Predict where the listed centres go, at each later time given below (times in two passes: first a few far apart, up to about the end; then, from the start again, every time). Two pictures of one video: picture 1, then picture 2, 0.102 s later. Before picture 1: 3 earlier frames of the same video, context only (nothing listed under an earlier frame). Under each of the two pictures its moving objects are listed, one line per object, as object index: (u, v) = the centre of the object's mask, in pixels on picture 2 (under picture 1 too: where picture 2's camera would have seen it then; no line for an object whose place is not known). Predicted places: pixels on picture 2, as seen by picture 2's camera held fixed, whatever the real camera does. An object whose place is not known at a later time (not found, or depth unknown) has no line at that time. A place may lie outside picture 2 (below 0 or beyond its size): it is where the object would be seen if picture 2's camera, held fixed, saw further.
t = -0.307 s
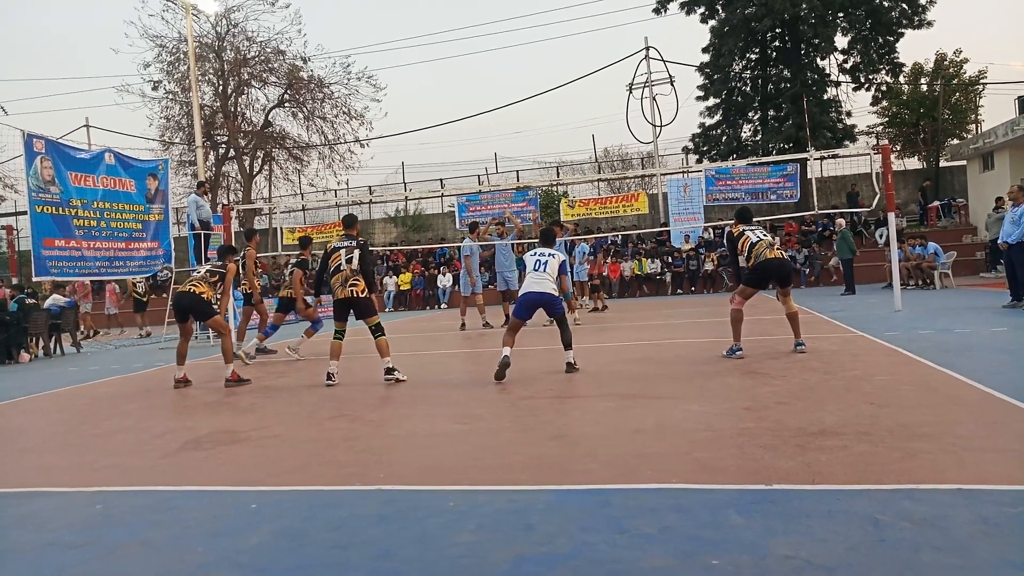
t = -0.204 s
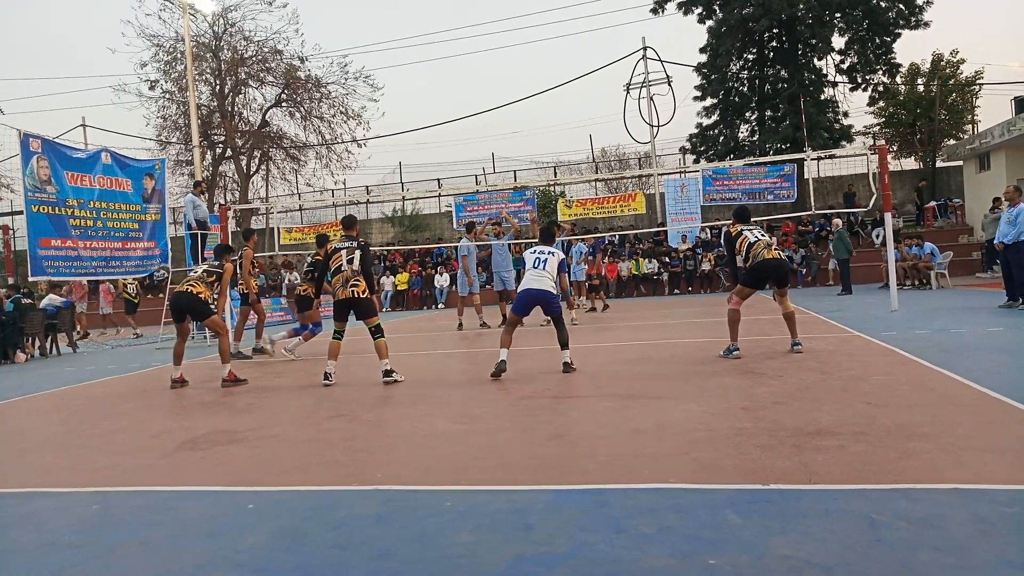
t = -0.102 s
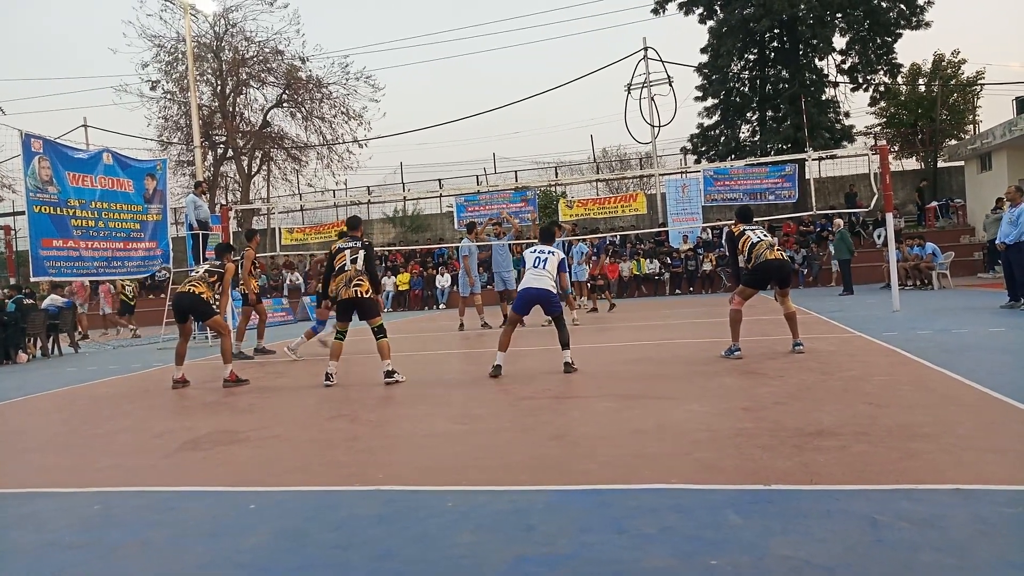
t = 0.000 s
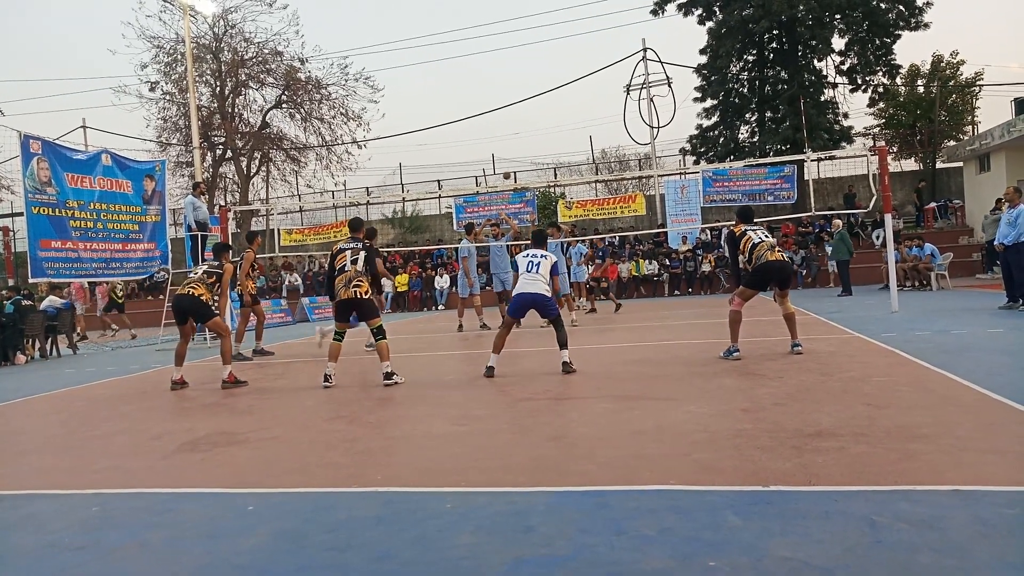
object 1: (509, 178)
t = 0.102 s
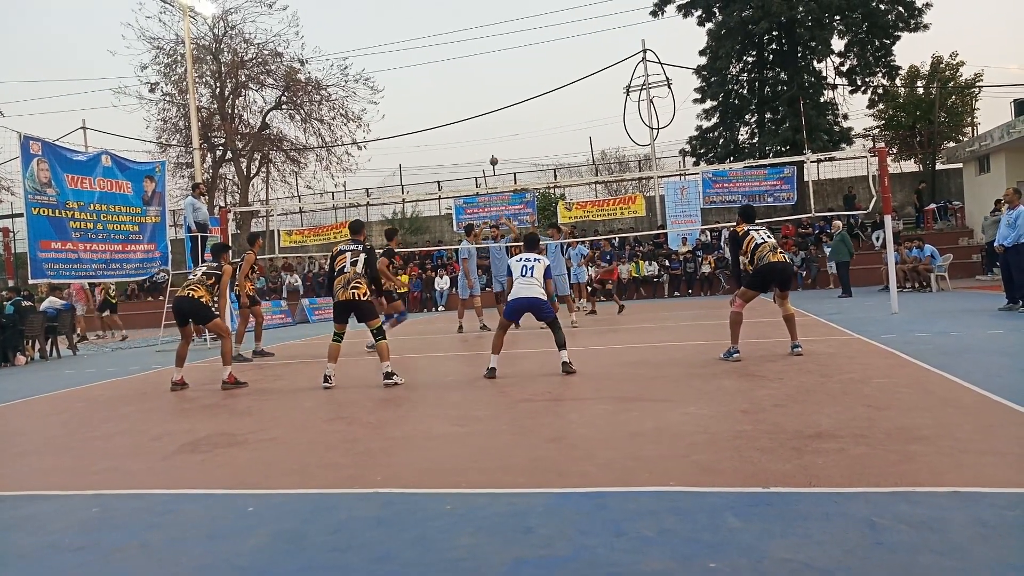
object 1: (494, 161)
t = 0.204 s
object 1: (482, 151)
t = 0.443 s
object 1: (448, 134)
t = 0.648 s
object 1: (407, 144)
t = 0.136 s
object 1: (486, 159)
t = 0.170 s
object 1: (484, 155)
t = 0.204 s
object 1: (482, 151)
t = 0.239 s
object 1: (477, 146)
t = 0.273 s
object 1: (470, 144)
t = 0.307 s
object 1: (463, 141)
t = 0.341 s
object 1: (459, 138)
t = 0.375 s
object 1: (457, 136)
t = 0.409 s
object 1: (455, 134)
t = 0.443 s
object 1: (448, 134)
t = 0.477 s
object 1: (440, 135)
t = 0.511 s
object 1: (434, 136)
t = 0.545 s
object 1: (429, 135)
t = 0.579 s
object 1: (421, 137)
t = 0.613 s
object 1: (414, 141)
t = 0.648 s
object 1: (407, 144)
